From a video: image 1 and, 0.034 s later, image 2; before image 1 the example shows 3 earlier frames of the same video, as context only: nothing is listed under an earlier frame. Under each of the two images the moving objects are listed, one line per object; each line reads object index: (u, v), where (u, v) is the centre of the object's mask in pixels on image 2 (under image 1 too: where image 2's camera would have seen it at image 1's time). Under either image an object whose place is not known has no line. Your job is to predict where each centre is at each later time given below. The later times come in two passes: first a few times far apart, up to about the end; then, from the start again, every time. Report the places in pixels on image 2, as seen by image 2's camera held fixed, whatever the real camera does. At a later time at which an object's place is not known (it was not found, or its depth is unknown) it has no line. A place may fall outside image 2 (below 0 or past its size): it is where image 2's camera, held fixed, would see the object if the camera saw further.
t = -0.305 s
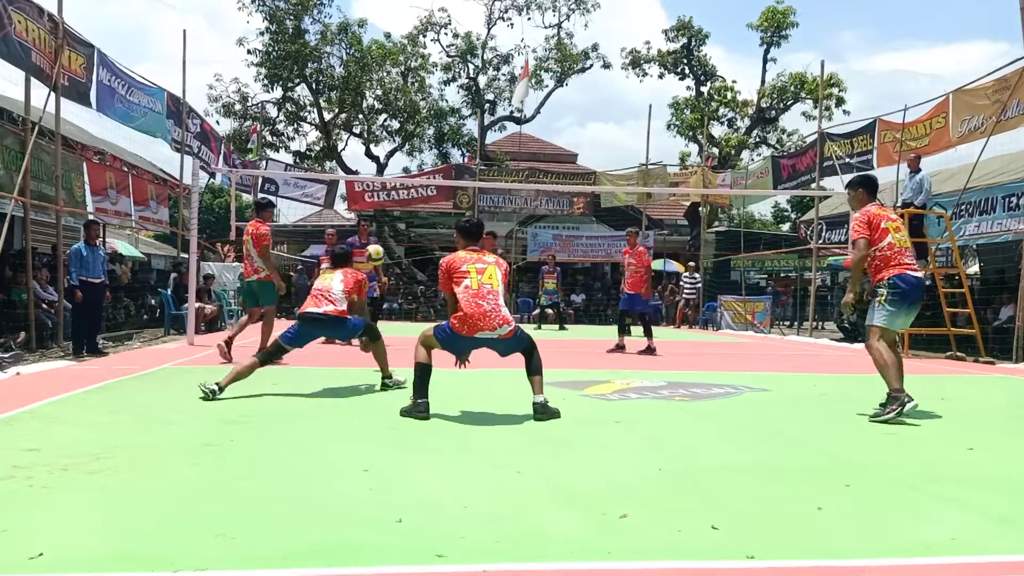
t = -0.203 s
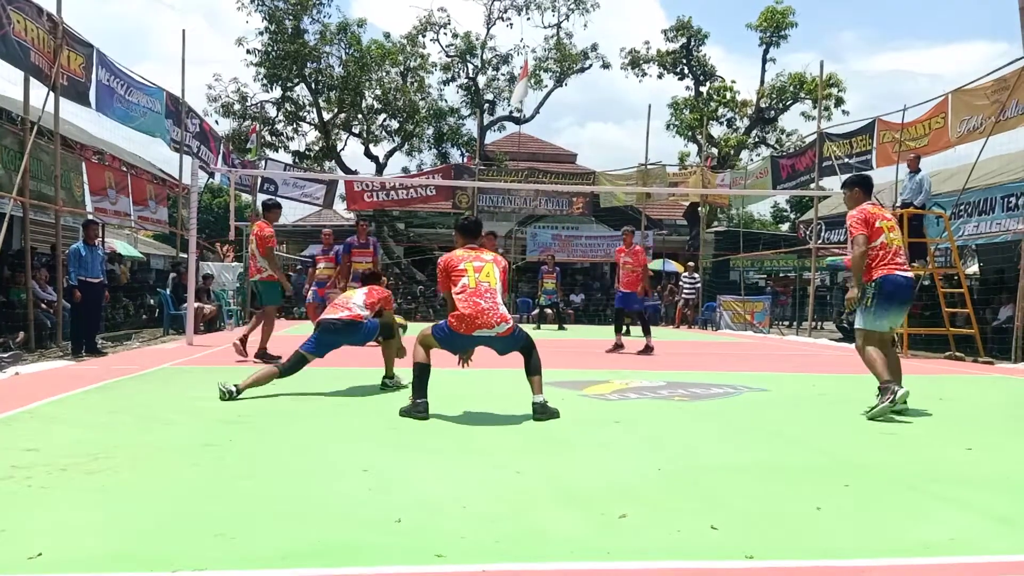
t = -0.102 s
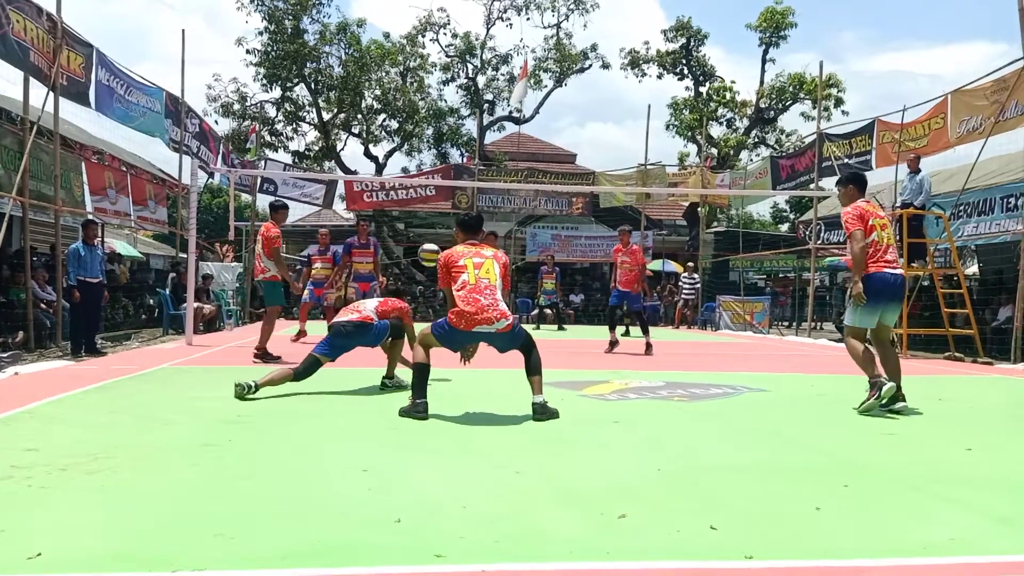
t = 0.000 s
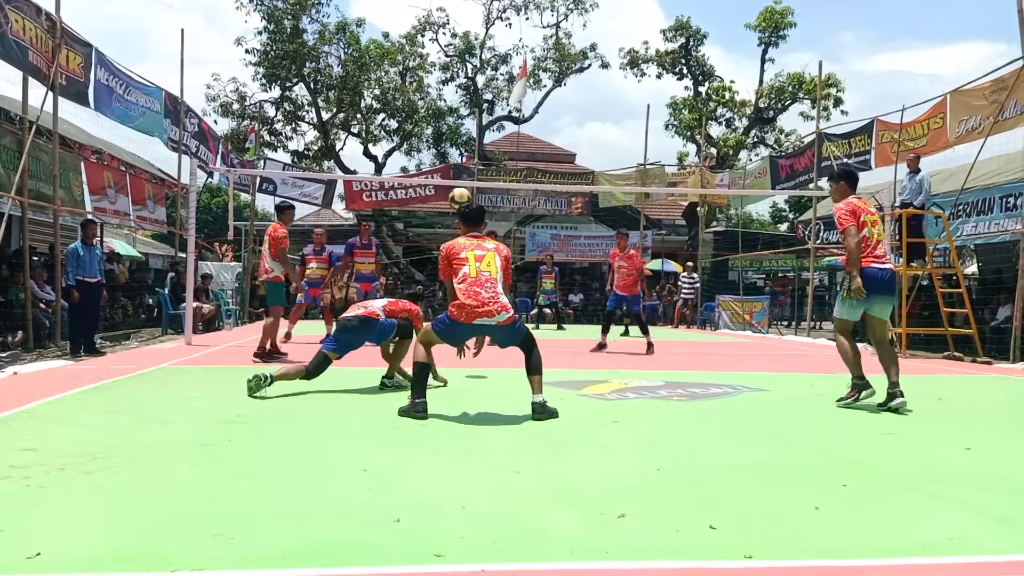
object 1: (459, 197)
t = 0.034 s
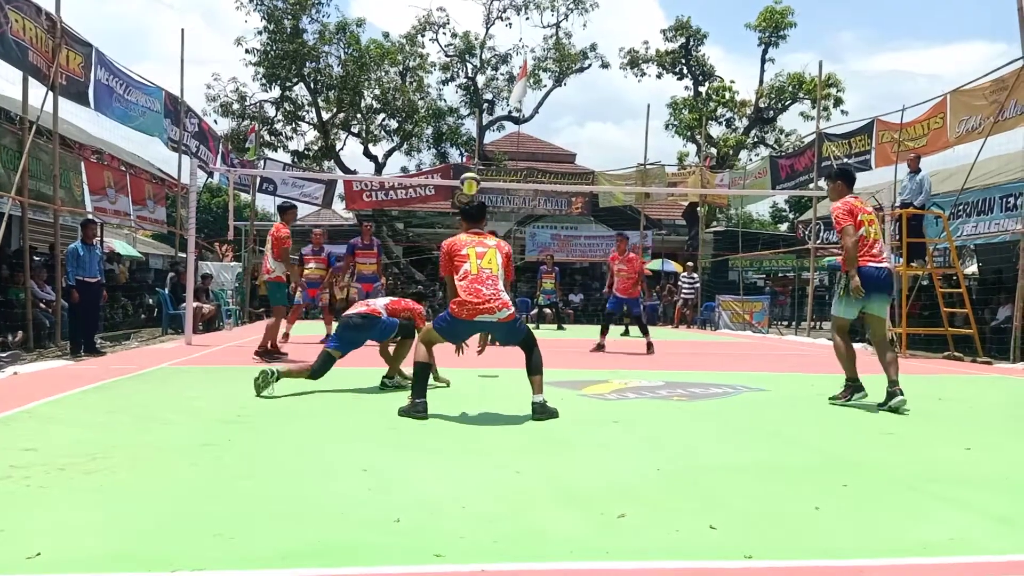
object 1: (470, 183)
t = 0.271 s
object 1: (530, 113)
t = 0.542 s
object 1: (586, 99)
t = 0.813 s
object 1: (630, 154)
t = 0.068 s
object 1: (478, 169)
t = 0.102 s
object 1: (487, 156)
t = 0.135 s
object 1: (496, 147)
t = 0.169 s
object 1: (505, 134)
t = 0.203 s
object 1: (514, 126)
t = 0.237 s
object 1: (522, 118)
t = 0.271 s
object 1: (530, 113)
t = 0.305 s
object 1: (538, 109)
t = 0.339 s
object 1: (545, 105)
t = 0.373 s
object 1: (553, 102)
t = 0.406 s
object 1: (559, 101)
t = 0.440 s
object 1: (566, 100)
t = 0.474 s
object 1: (573, 97)
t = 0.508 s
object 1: (579, 101)
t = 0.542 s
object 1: (586, 99)
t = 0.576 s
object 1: (592, 107)
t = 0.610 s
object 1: (598, 110)
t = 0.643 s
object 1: (603, 116)
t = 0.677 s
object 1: (609, 123)
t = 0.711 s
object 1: (615, 127)
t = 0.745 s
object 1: (620, 136)
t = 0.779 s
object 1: (625, 143)
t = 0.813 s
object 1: (630, 154)
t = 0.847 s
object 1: (635, 162)
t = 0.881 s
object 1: (641, 171)
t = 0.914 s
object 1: (645, 182)
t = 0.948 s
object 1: (650, 195)
